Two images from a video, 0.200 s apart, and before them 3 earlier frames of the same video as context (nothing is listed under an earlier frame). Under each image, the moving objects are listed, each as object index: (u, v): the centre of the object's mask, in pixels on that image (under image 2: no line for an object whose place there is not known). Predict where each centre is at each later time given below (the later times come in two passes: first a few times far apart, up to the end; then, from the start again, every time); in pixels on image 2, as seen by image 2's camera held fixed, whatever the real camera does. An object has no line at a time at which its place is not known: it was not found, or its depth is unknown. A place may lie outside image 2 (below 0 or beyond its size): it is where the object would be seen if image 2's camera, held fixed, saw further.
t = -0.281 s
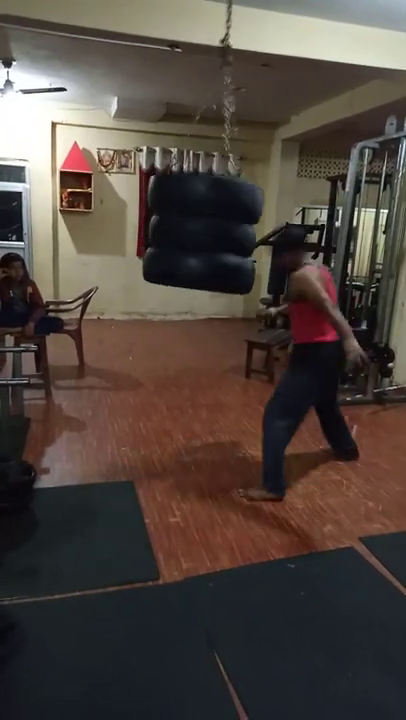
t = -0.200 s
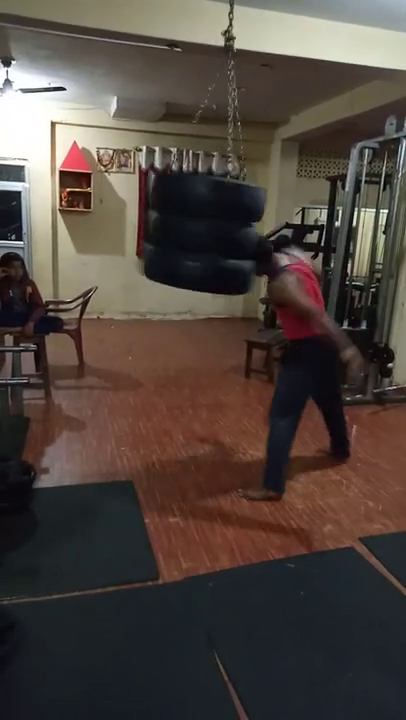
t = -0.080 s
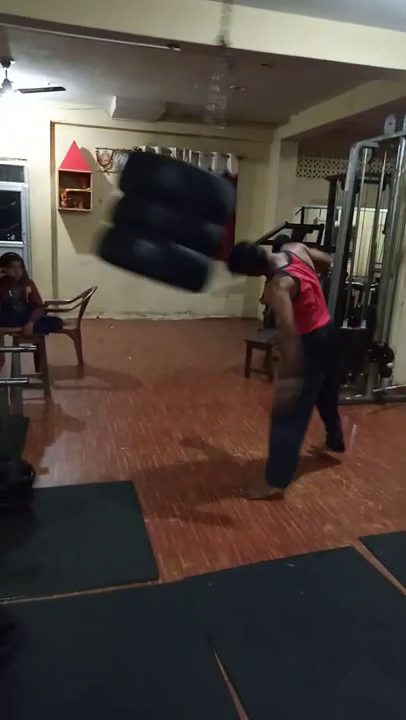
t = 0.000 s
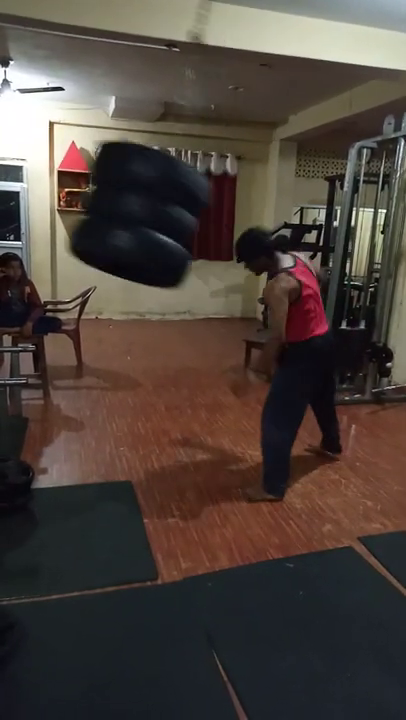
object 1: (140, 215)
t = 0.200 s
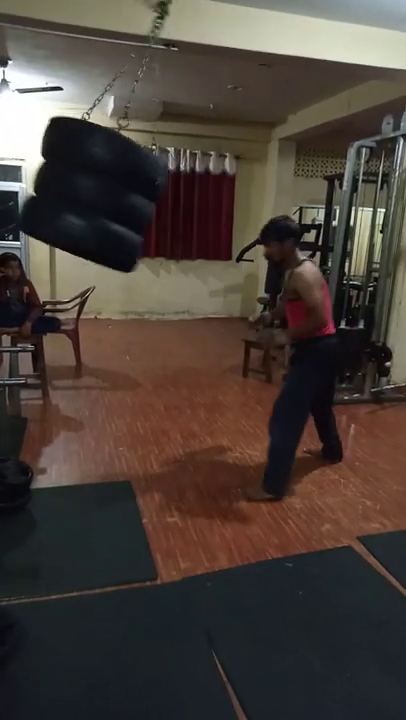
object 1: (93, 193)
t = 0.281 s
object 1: (85, 189)
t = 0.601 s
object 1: (101, 201)
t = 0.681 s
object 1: (118, 209)
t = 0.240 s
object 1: (88, 191)
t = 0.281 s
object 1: (85, 189)
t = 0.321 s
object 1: (82, 187)
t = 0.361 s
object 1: (82, 186)
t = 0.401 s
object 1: (82, 185)
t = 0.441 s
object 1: (84, 186)
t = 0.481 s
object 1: (86, 190)
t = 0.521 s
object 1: (89, 193)
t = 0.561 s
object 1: (94, 198)
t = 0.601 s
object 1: (101, 201)
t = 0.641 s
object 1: (109, 204)
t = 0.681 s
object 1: (118, 209)
